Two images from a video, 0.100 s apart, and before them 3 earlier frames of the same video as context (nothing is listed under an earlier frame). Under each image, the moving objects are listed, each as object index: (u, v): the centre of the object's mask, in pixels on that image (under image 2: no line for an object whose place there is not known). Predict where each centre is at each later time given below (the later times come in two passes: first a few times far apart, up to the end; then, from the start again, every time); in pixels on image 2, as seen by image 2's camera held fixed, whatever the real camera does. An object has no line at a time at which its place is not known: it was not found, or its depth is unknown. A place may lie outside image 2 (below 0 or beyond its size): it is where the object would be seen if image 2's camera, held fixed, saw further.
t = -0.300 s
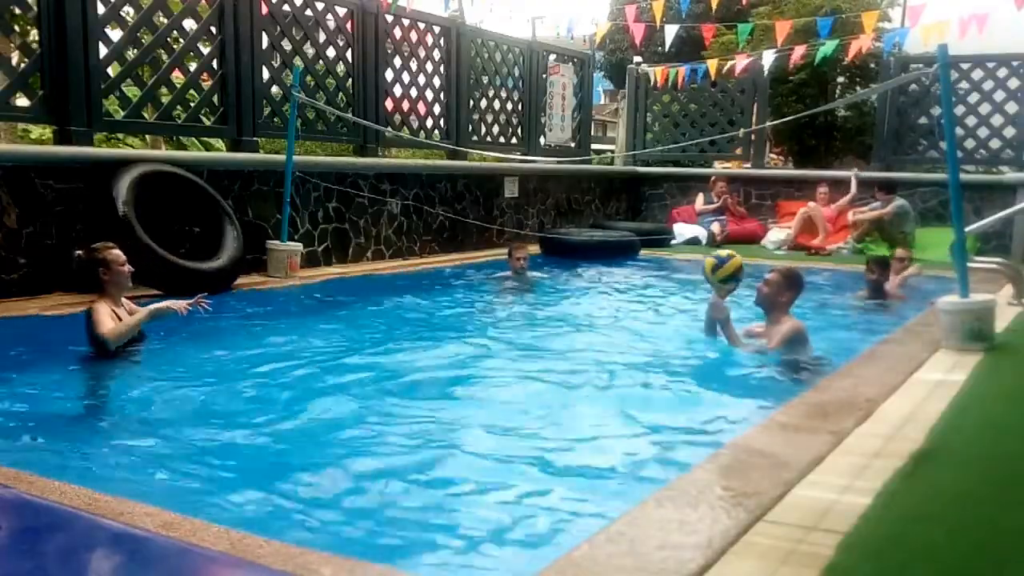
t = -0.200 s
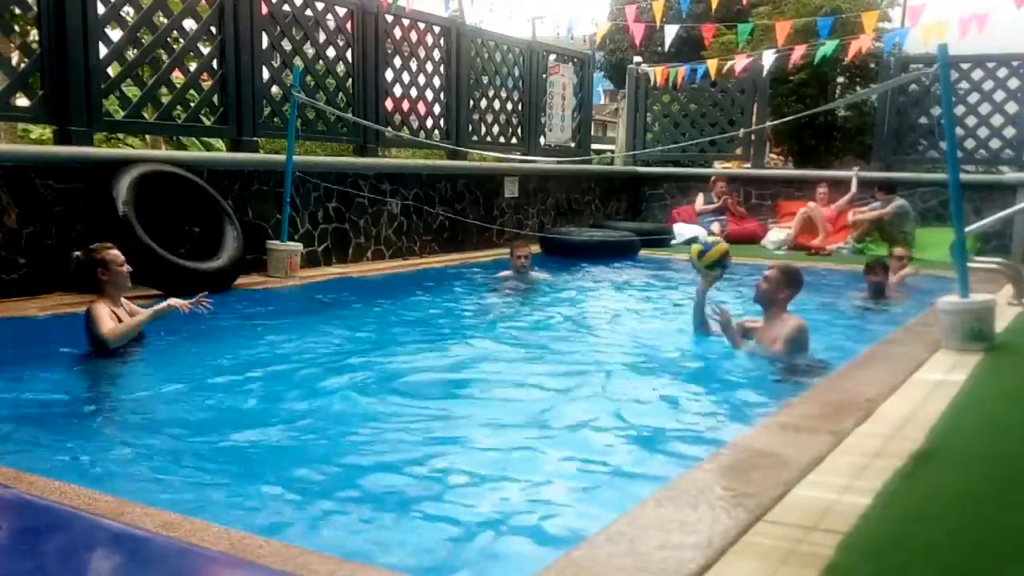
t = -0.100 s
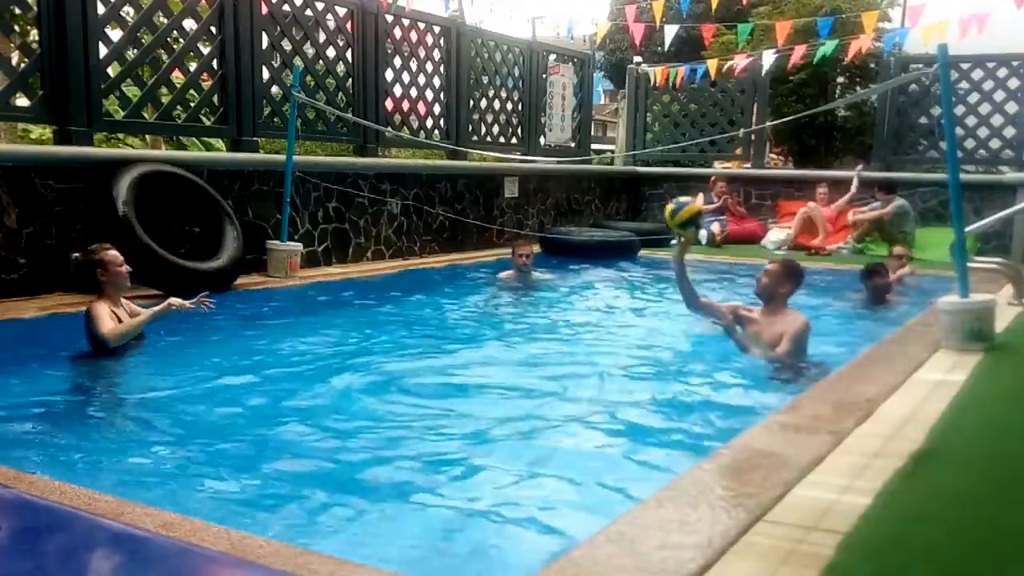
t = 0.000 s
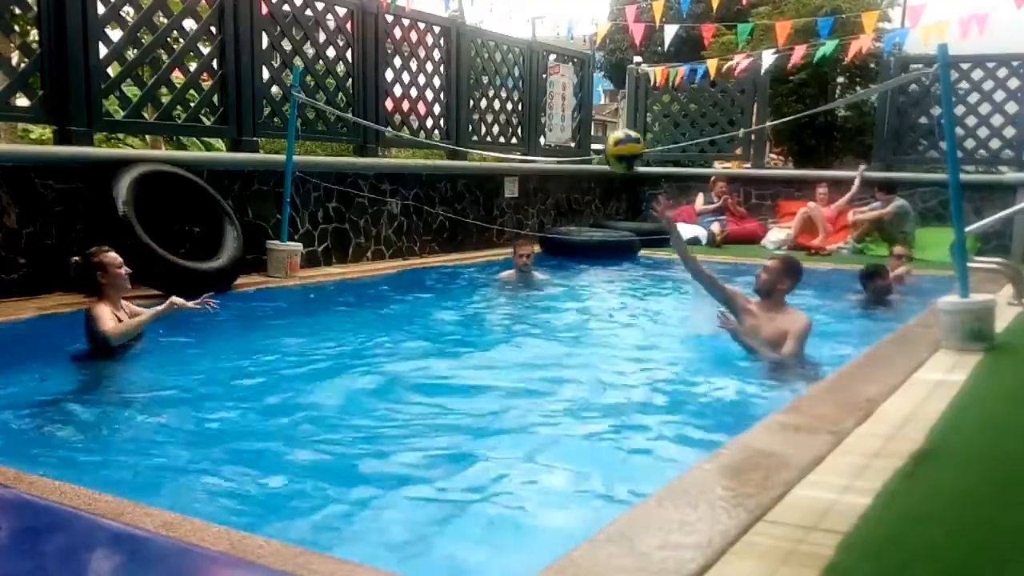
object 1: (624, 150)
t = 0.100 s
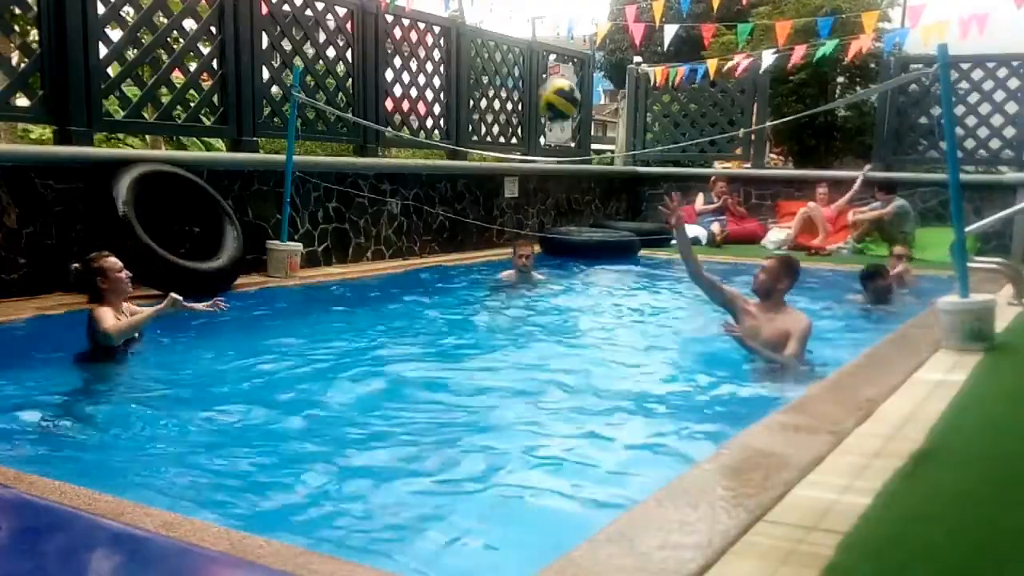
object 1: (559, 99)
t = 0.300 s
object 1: (417, 58)
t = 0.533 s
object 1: (240, 109)
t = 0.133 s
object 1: (535, 86)
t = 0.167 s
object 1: (512, 77)
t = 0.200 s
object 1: (489, 68)
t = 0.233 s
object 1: (464, 63)
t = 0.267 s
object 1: (441, 58)
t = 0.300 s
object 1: (417, 58)
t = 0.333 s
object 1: (392, 57)
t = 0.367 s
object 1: (367, 59)
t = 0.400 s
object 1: (341, 65)
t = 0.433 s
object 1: (315, 73)
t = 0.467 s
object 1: (291, 81)
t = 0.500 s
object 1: (264, 94)
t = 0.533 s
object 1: (240, 109)
